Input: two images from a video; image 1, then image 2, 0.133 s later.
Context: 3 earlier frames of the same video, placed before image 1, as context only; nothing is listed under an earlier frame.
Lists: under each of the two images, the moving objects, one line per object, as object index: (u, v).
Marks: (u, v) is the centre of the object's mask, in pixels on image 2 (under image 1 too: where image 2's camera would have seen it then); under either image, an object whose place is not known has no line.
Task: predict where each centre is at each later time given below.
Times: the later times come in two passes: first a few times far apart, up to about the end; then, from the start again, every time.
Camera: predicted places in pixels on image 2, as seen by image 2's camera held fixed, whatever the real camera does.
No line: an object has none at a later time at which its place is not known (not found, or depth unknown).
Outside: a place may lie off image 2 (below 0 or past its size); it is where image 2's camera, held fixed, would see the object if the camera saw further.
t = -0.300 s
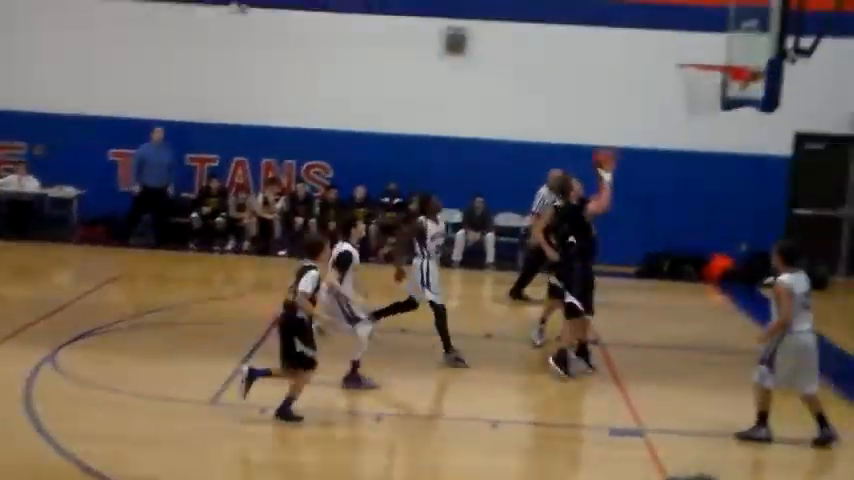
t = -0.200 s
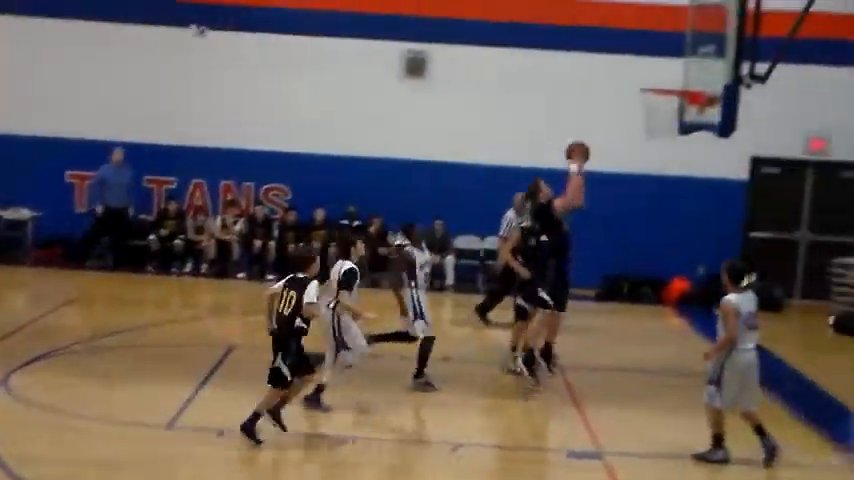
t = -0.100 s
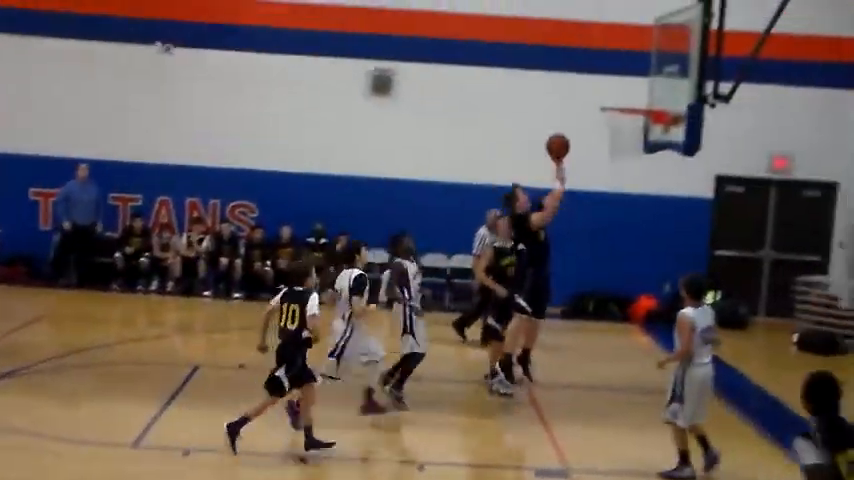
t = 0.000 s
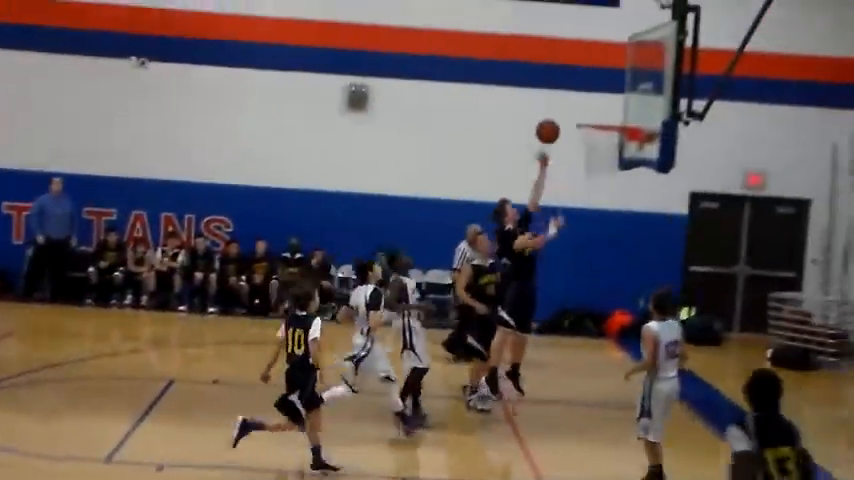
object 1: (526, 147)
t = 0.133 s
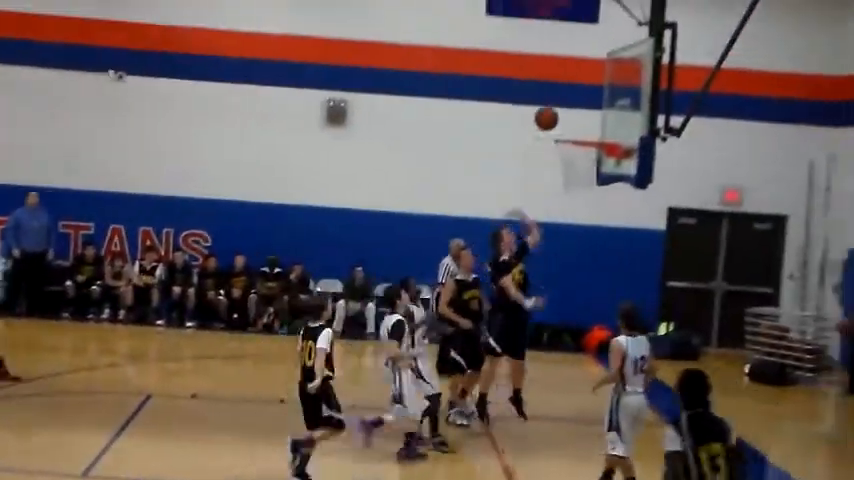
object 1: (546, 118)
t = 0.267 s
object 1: (565, 107)
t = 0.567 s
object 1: (587, 126)
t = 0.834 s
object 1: (546, 127)
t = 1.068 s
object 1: (514, 158)
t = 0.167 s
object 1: (551, 114)
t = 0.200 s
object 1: (556, 110)
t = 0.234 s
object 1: (560, 108)
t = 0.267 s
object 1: (565, 107)
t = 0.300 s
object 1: (569, 108)
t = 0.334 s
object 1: (574, 109)
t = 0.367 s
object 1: (578, 110)
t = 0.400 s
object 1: (582, 114)
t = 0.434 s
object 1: (586, 119)
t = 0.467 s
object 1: (591, 125)
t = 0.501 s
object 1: (595, 131)
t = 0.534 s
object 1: (592, 130)
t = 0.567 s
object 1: (587, 126)
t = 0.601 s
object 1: (582, 123)
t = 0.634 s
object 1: (577, 121)
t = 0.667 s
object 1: (572, 121)
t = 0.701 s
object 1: (566, 122)
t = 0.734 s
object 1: (561, 123)
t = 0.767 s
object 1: (555, 126)
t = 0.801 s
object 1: (550, 127)
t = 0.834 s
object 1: (546, 127)
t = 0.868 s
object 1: (542, 128)
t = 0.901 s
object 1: (537, 130)
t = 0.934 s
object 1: (533, 133)
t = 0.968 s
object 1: (528, 138)
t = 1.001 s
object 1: (524, 143)
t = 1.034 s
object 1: (519, 150)
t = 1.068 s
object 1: (514, 158)
